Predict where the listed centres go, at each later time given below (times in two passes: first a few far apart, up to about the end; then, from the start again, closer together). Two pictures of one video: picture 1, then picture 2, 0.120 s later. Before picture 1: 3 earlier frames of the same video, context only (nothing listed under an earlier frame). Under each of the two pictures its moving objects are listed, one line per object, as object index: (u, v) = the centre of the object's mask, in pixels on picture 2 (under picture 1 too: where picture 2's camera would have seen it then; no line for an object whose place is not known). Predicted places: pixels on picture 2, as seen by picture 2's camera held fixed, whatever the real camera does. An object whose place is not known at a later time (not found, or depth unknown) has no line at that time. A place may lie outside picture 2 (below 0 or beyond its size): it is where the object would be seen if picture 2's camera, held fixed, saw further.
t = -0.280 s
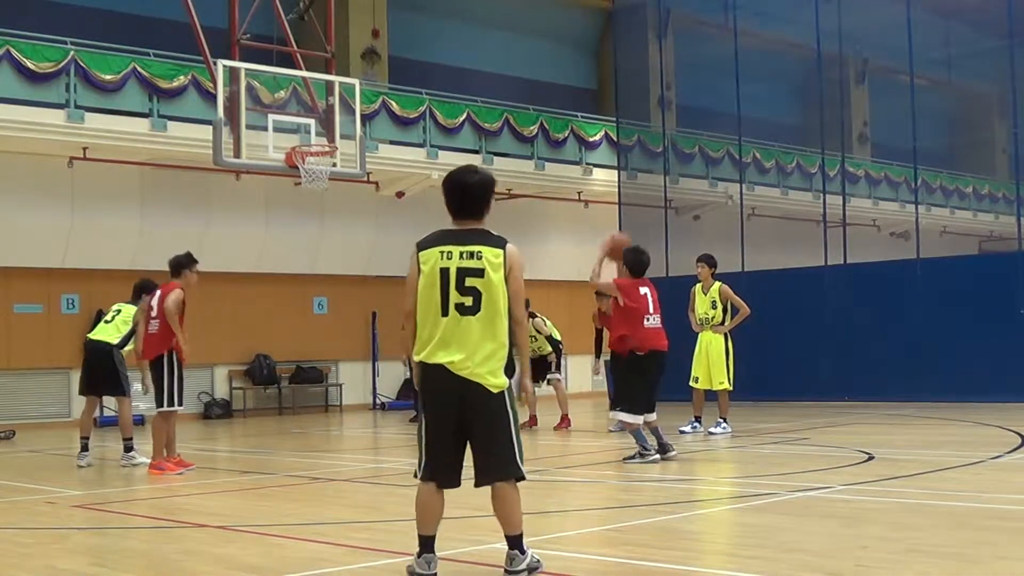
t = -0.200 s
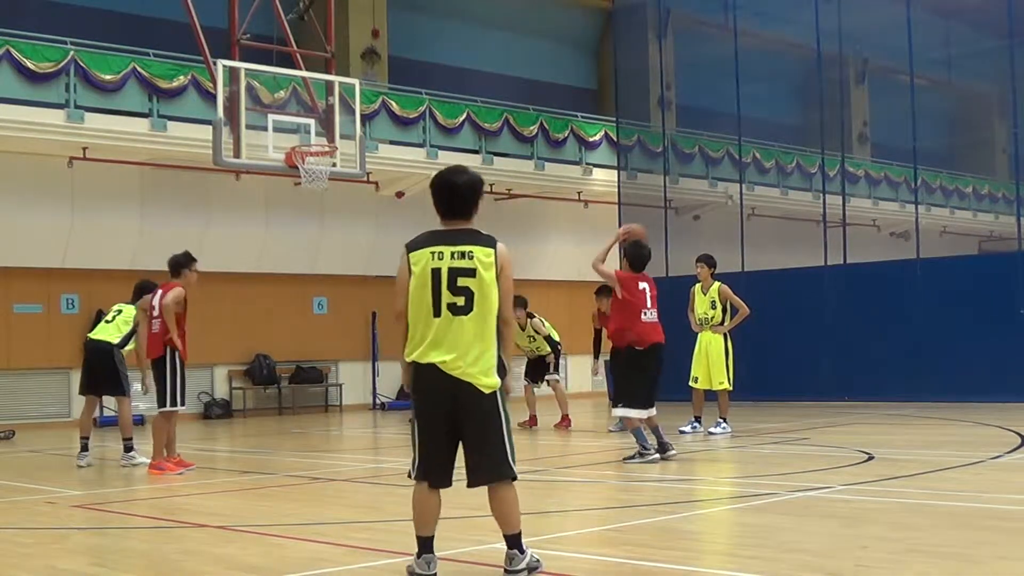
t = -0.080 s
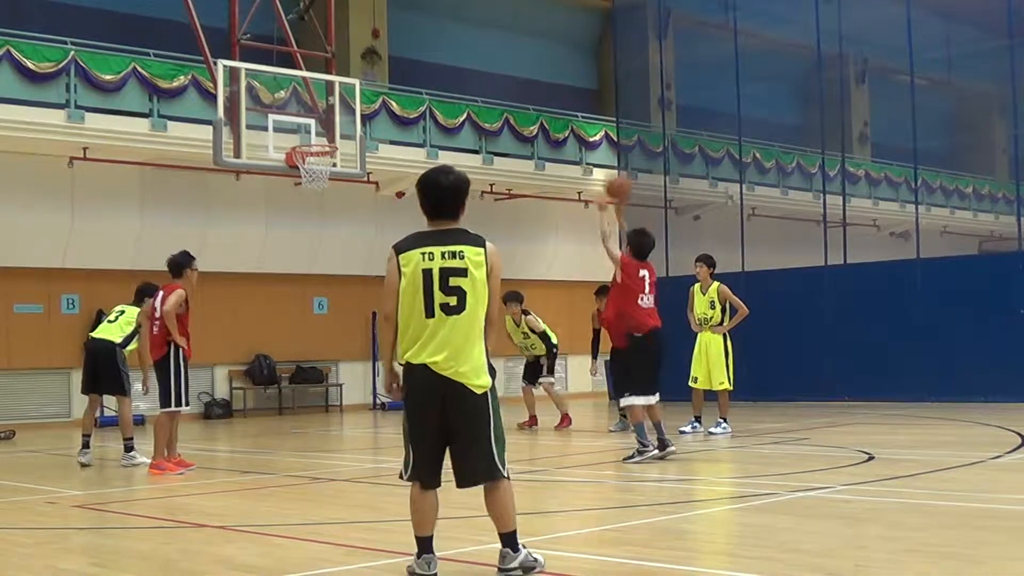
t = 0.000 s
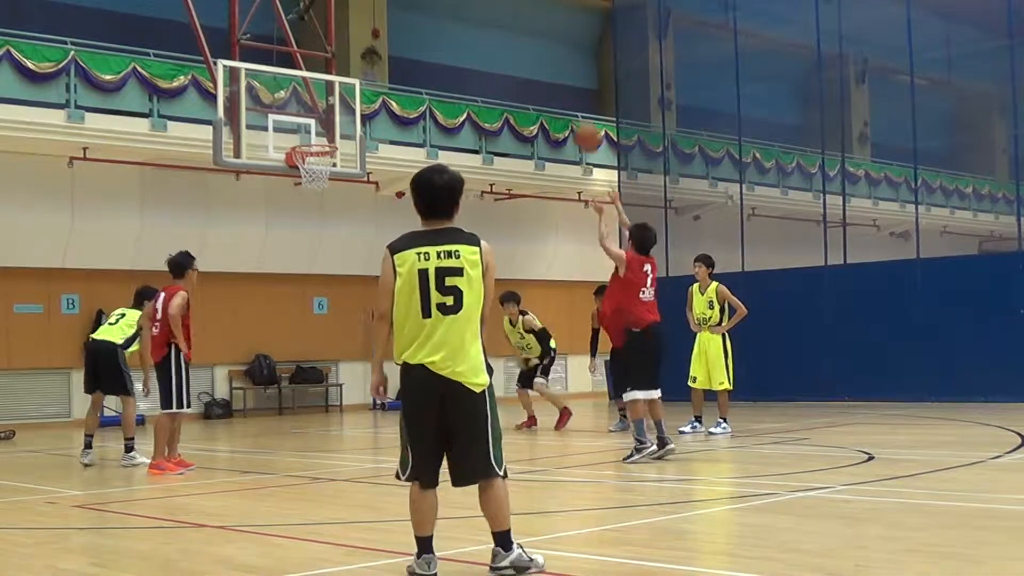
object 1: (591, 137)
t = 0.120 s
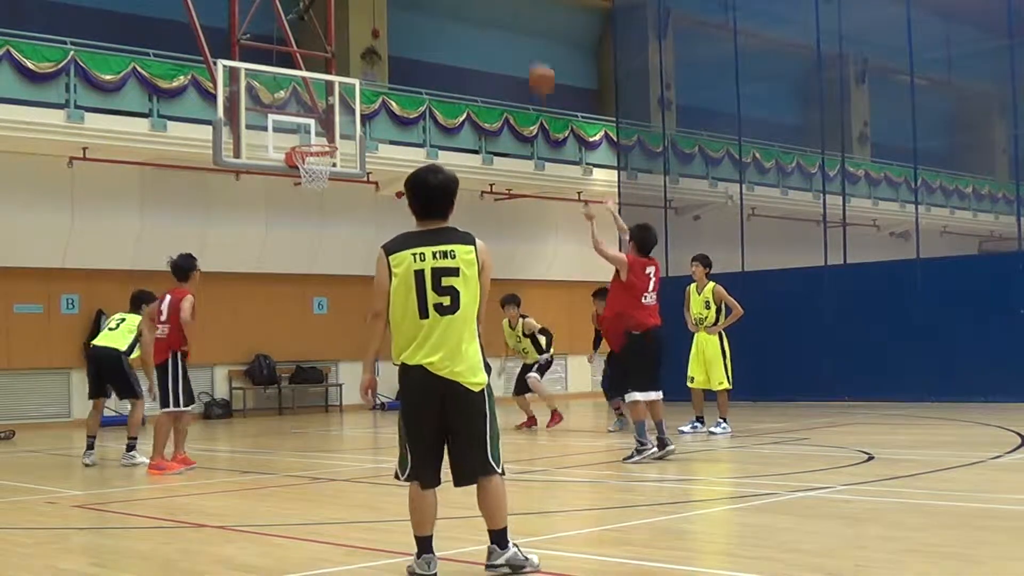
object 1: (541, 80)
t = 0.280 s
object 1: (495, 33)
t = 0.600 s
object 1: (392, 22)
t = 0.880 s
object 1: (320, 99)
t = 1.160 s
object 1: (366, 127)
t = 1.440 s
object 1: (484, 160)
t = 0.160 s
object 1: (528, 64)
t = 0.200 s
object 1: (515, 52)
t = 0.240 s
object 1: (506, 42)
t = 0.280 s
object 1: (495, 33)
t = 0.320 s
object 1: (483, 27)
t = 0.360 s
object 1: (464, 20)
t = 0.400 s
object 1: (448, 15)
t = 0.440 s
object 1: (438, 15)
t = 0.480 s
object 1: (426, 13)
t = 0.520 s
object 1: (415, 15)
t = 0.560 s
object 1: (404, 19)
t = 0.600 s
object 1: (392, 22)
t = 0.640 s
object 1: (381, 28)
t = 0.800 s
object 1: (339, 70)
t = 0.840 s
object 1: (328, 84)
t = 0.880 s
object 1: (320, 99)
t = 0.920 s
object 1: (312, 114)
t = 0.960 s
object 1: (303, 133)
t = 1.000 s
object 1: (303, 141)
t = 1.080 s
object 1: (333, 131)
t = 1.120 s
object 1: (349, 128)
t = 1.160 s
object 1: (366, 127)
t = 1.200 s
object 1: (385, 127)
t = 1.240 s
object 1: (401, 128)
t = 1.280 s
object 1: (417, 132)
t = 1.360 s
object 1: (451, 142)
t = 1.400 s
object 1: (466, 150)
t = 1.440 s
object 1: (484, 160)
